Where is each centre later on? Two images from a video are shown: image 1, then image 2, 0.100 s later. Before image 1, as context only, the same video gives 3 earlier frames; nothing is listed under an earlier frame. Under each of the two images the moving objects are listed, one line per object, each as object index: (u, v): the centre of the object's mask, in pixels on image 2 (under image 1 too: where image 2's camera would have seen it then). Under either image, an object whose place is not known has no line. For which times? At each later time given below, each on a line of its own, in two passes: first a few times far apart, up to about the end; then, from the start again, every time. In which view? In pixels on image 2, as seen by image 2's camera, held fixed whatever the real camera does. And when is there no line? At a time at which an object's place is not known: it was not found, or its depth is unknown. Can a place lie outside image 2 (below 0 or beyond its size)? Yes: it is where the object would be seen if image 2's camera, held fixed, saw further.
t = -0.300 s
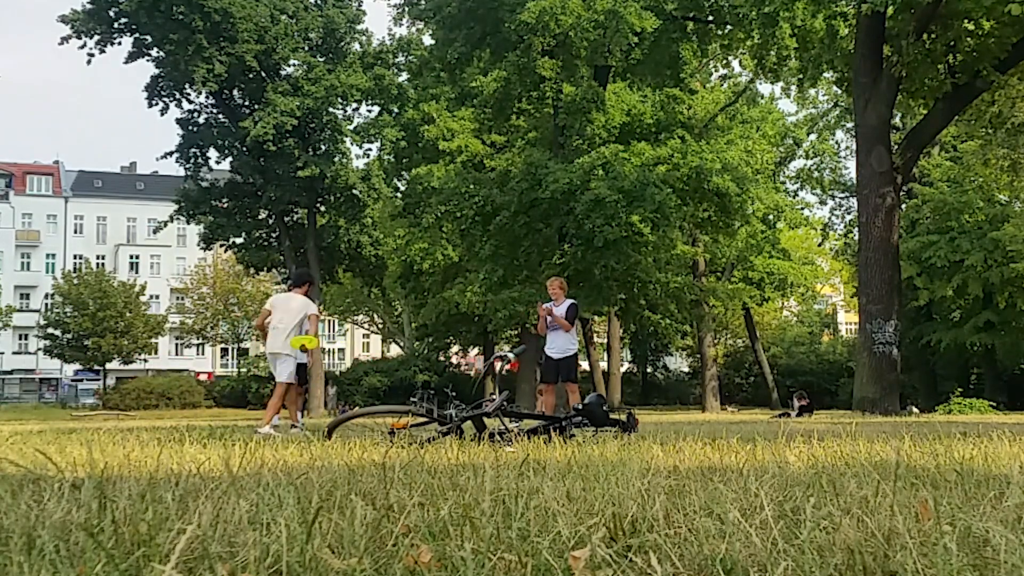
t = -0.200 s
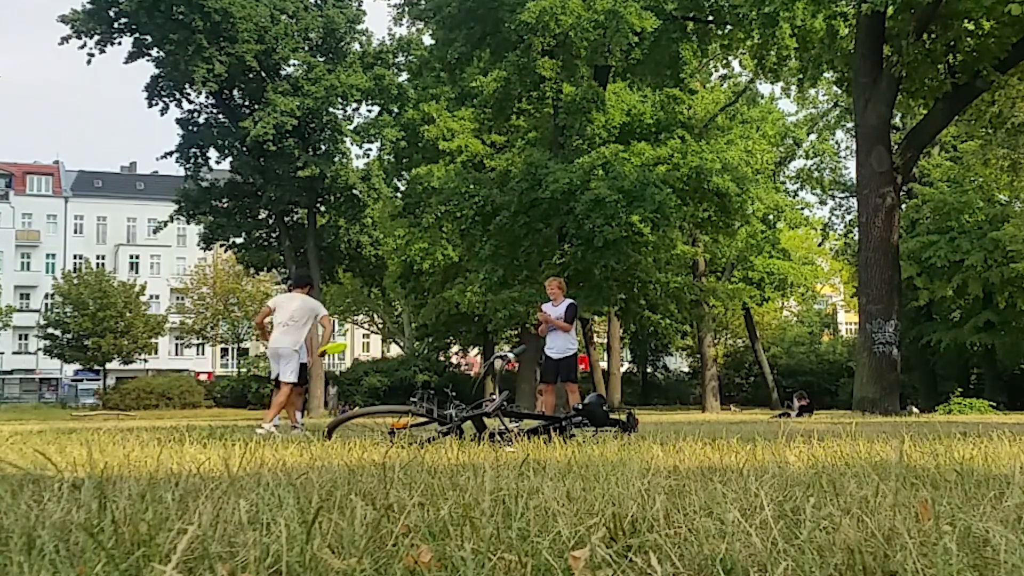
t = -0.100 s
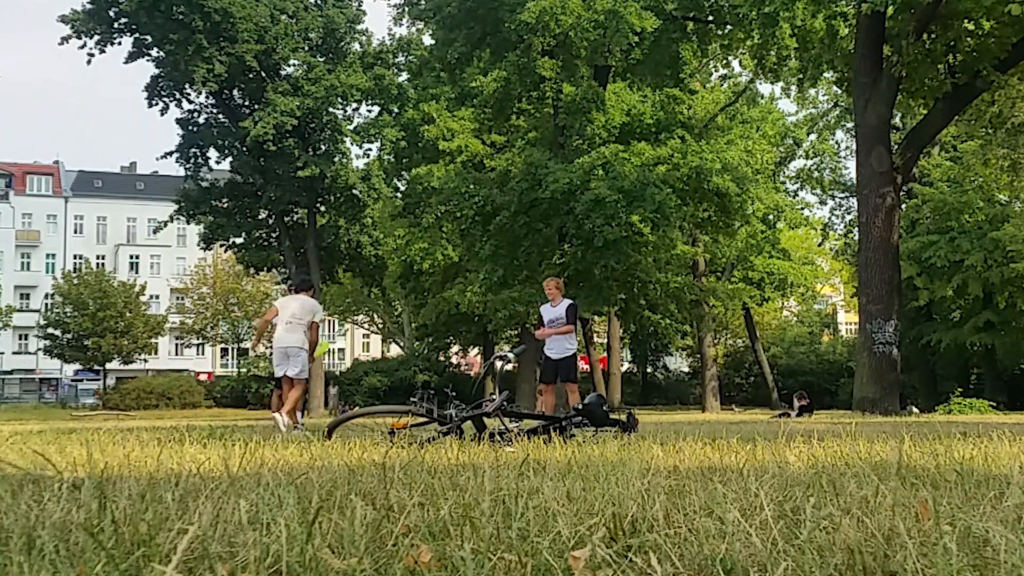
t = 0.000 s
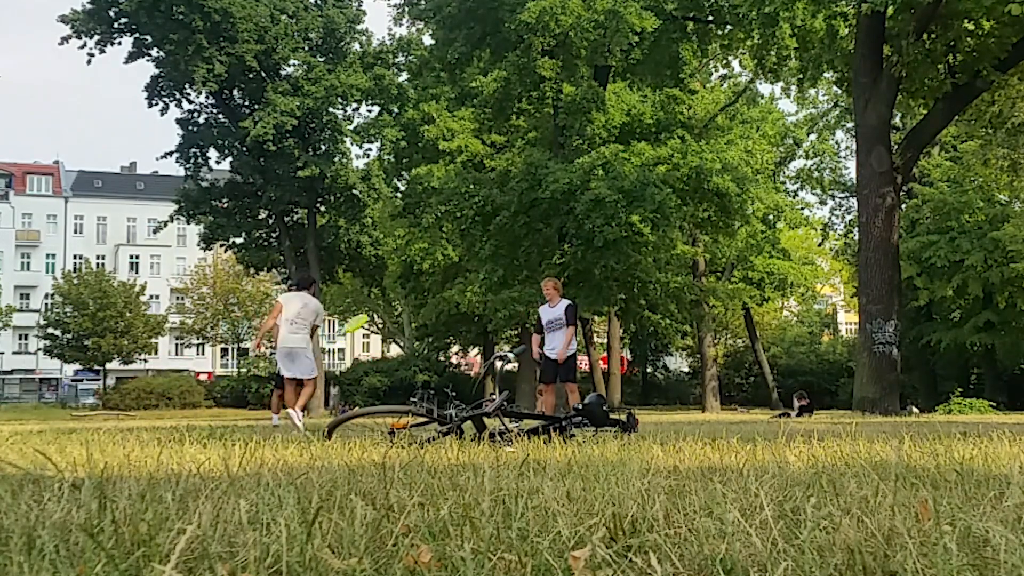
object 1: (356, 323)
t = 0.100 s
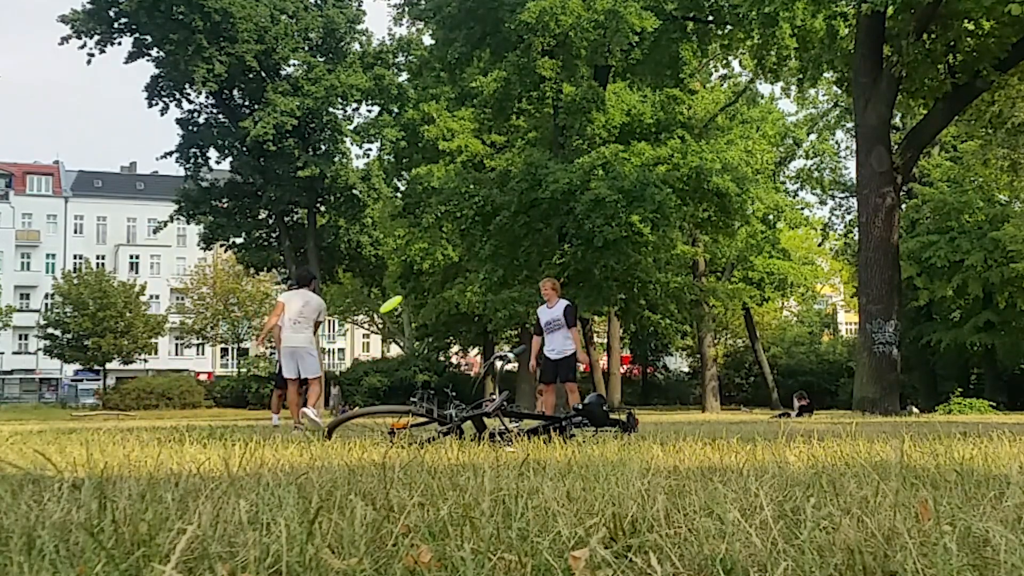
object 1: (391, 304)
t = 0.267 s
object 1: (440, 285)
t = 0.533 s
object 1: (503, 283)
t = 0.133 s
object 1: (402, 299)
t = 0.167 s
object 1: (411, 294)
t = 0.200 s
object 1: (422, 290)
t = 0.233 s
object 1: (431, 287)
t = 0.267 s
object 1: (440, 285)
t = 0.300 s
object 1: (449, 283)
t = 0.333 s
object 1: (458, 281)
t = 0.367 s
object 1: (466, 280)
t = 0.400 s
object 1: (474, 280)
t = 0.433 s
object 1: (481, 280)
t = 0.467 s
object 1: (489, 281)
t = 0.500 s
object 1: (496, 282)
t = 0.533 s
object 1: (503, 283)
